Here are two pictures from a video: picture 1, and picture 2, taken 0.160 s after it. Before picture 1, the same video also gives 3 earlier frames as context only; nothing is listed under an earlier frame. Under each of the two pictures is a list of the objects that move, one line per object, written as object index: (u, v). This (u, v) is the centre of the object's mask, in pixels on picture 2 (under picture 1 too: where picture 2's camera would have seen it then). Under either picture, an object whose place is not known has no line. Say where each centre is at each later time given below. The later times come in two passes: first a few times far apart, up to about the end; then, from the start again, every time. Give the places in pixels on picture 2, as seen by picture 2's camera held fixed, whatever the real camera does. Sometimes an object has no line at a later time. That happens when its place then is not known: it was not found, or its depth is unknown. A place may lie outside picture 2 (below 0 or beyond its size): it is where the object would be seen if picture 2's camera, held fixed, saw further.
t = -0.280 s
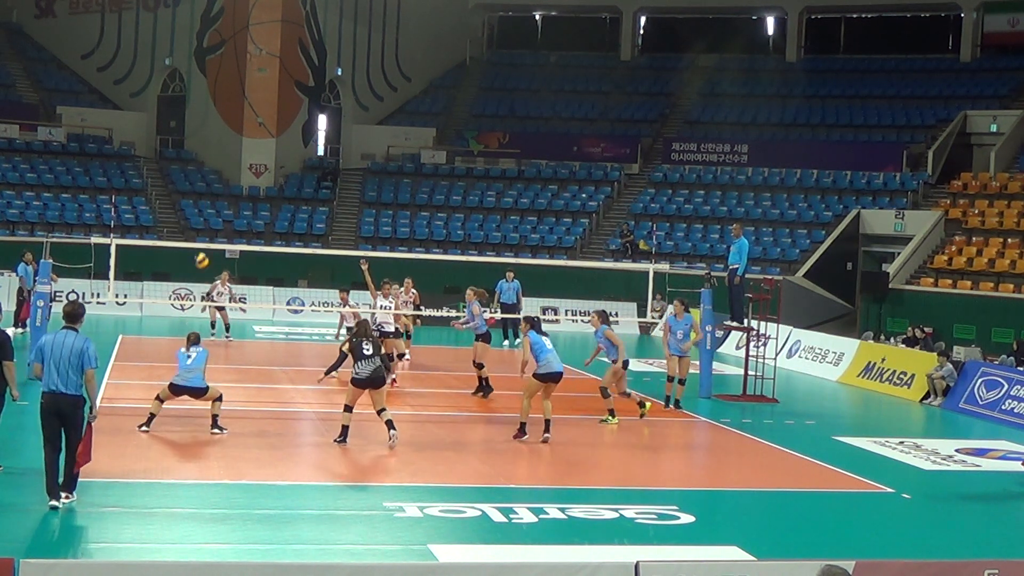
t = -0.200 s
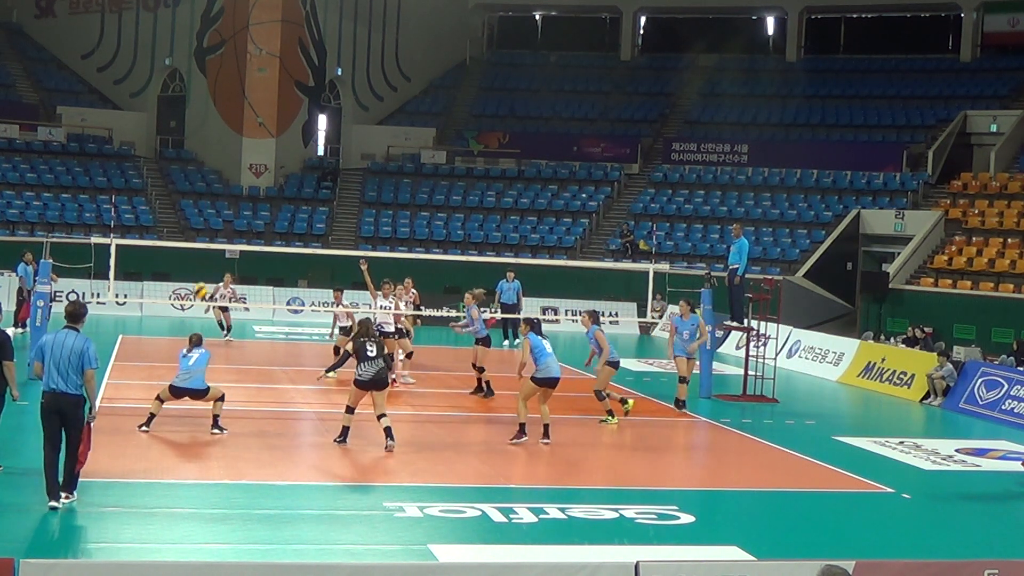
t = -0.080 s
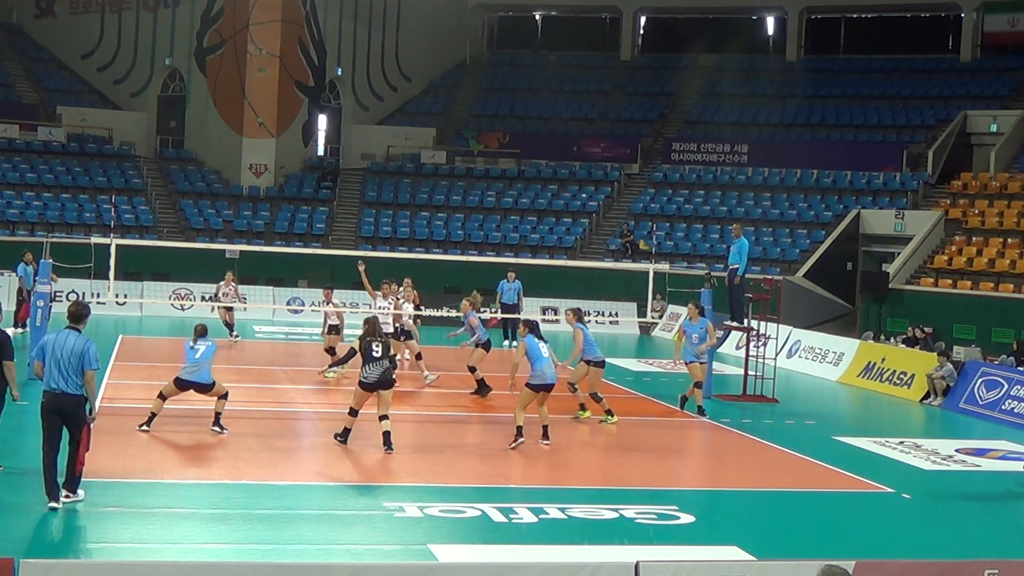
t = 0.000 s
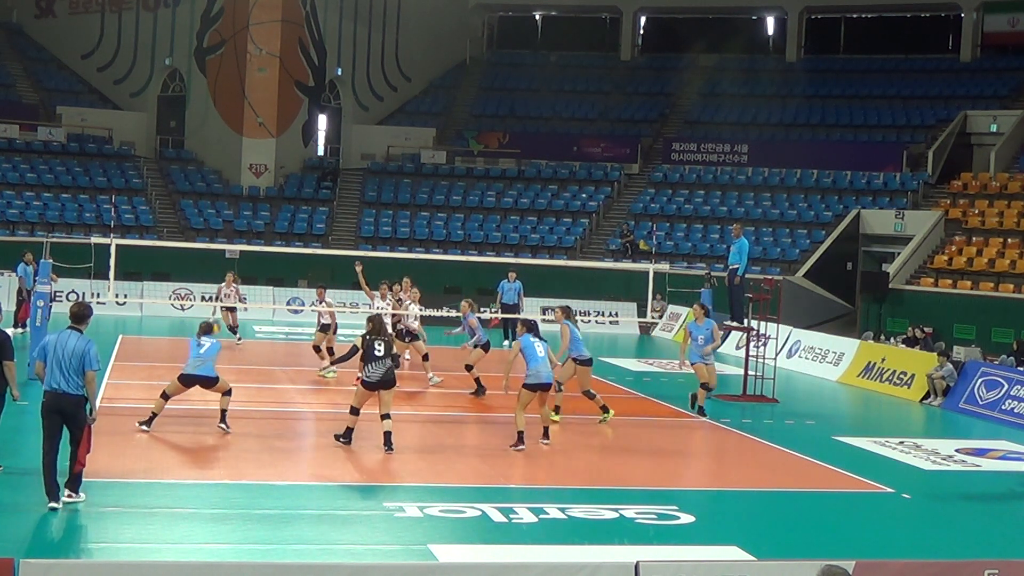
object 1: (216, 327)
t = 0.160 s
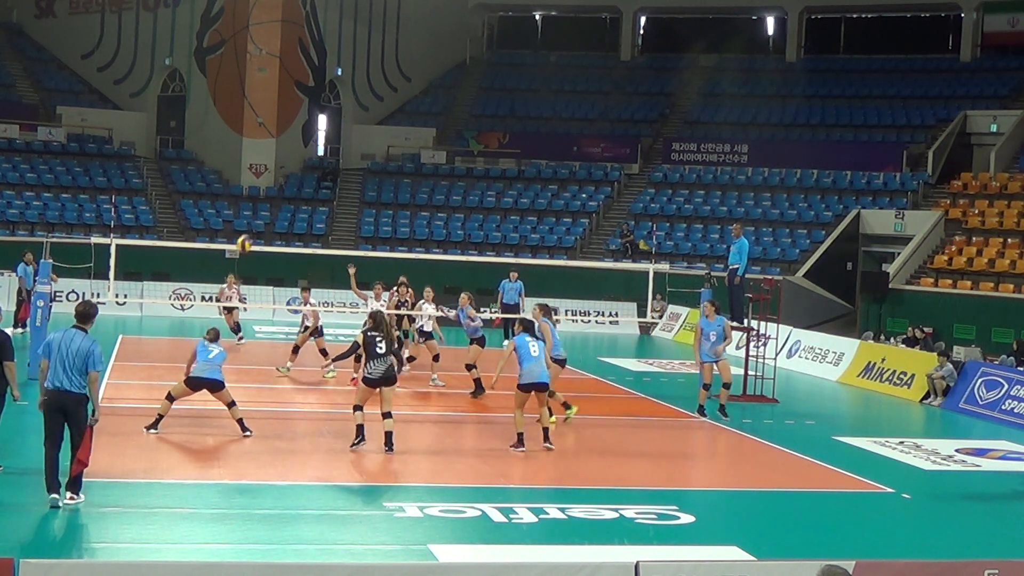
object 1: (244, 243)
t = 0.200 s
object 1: (251, 225)
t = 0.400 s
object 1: (287, 161)
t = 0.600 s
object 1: (318, 127)
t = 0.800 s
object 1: (348, 120)
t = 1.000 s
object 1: (374, 140)
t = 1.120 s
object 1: (388, 164)
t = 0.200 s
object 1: (251, 225)
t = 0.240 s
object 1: (259, 210)
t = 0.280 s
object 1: (266, 196)
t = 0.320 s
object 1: (274, 183)
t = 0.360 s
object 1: (279, 171)
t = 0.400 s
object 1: (287, 161)
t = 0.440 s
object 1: (293, 152)
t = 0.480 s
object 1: (300, 144)
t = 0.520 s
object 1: (305, 136)
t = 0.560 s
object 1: (311, 131)
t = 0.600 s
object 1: (318, 127)
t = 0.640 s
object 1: (325, 123)
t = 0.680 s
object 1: (331, 120)
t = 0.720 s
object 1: (337, 119)
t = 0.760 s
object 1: (342, 119)
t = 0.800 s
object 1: (348, 120)
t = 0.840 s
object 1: (353, 122)
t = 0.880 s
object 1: (359, 125)
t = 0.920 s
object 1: (364, 129)
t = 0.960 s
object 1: (369, 134)
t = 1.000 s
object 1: (374, 140)
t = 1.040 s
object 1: (379, 147)
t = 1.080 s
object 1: (384, 155)
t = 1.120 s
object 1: (388, 164)
